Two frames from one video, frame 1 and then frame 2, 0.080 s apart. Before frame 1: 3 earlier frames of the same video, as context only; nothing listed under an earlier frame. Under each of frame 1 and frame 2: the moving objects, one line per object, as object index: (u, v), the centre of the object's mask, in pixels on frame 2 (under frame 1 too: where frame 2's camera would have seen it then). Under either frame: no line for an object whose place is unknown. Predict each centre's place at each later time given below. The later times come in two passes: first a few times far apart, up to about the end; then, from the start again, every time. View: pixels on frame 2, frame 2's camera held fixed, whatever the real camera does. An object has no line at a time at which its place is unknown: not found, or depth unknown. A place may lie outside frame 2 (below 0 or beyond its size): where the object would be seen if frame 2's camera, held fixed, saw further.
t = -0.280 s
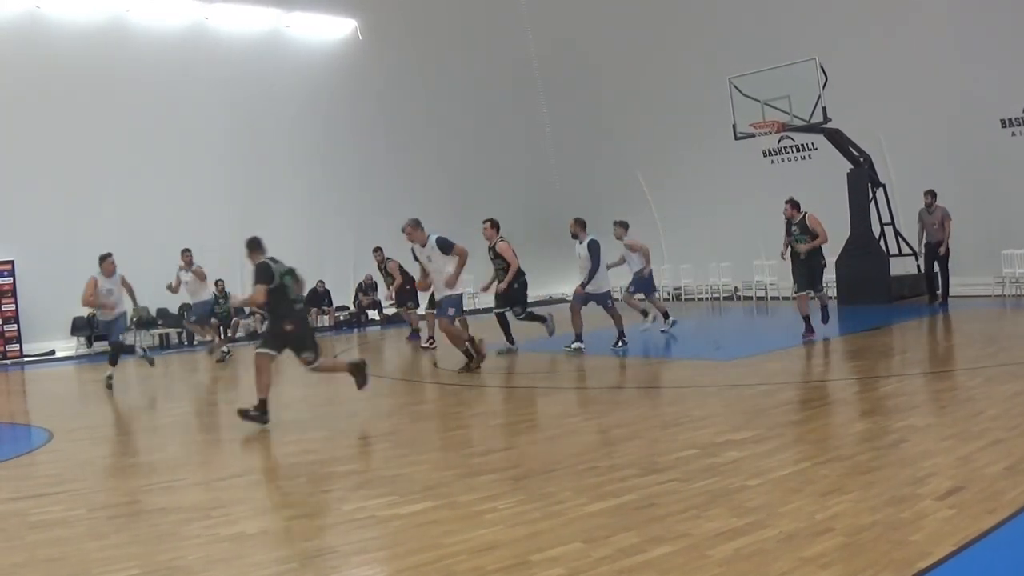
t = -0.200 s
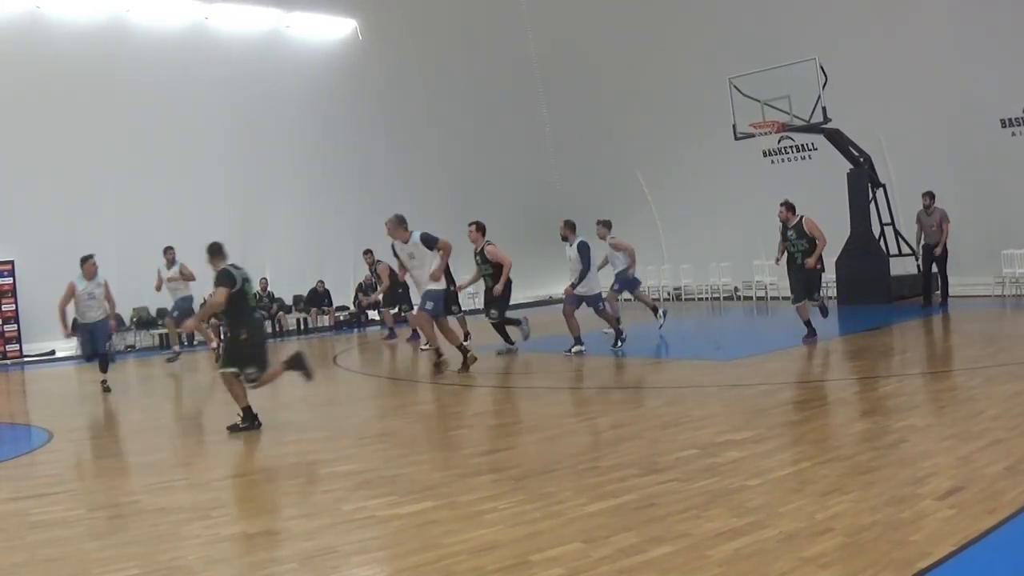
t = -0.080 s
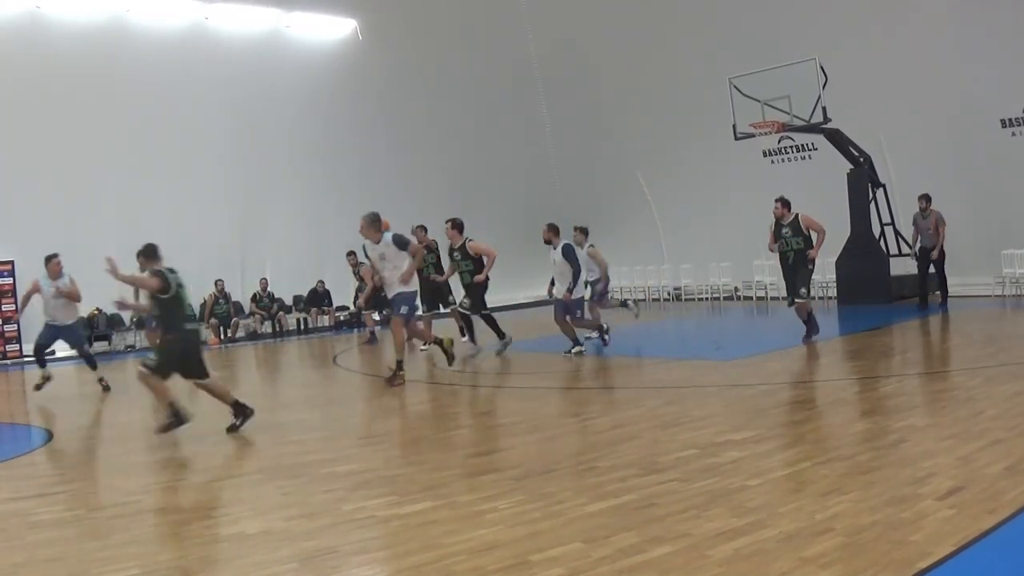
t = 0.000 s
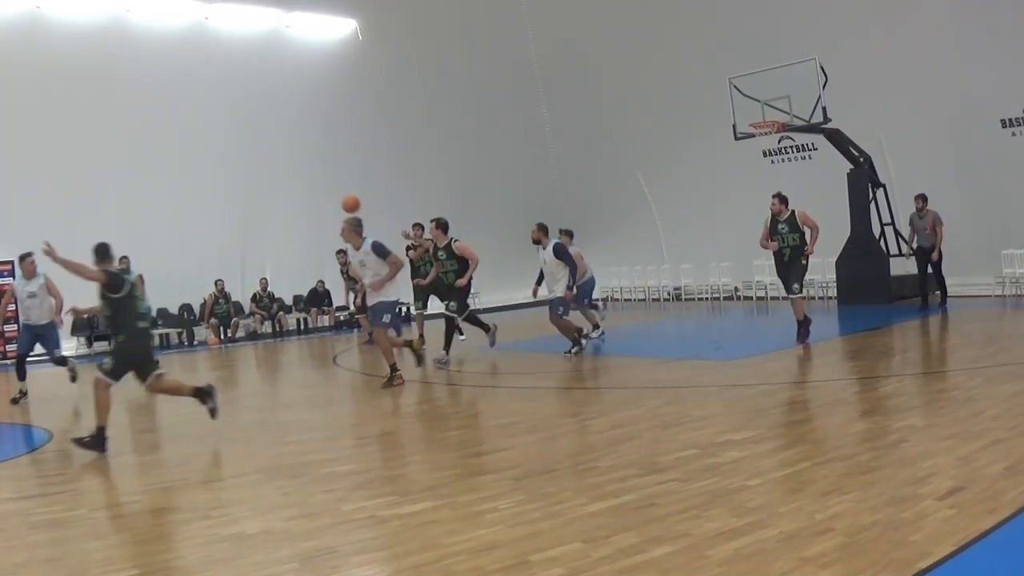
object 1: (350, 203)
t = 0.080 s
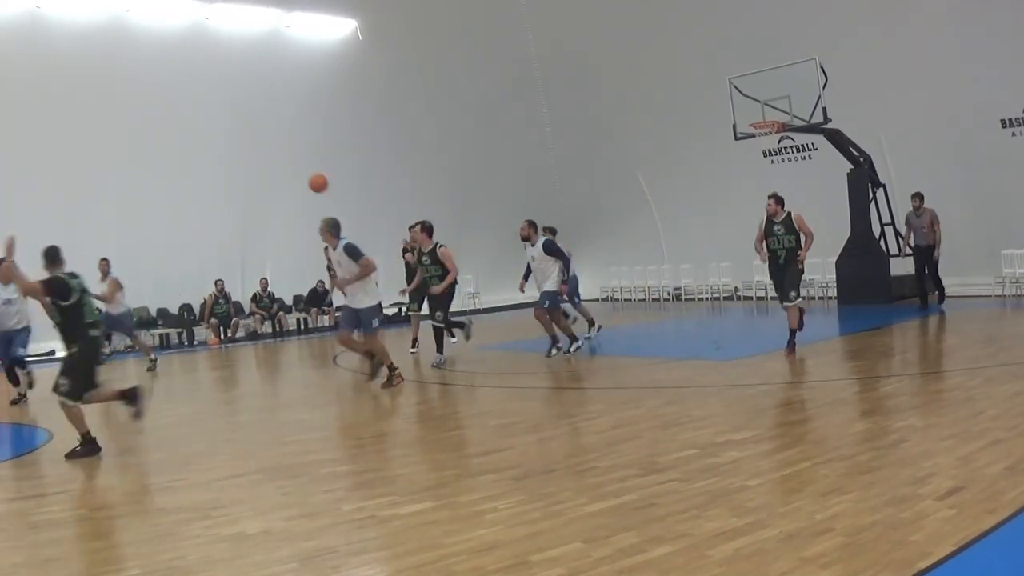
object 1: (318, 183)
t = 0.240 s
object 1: (243, 148)
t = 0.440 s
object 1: (128, 131)
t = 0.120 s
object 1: (300, 173)
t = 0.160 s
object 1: (282, 164)
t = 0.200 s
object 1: (263, 156)
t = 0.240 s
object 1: (243, 148)
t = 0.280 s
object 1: (222, 143)
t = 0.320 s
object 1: (200, 138)
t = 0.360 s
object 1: (177, 134)
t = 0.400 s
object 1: (153, 132)
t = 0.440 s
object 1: (128, 131)
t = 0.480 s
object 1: (101, 132)
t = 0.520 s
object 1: (72, 132)
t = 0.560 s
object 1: (38, 134)
